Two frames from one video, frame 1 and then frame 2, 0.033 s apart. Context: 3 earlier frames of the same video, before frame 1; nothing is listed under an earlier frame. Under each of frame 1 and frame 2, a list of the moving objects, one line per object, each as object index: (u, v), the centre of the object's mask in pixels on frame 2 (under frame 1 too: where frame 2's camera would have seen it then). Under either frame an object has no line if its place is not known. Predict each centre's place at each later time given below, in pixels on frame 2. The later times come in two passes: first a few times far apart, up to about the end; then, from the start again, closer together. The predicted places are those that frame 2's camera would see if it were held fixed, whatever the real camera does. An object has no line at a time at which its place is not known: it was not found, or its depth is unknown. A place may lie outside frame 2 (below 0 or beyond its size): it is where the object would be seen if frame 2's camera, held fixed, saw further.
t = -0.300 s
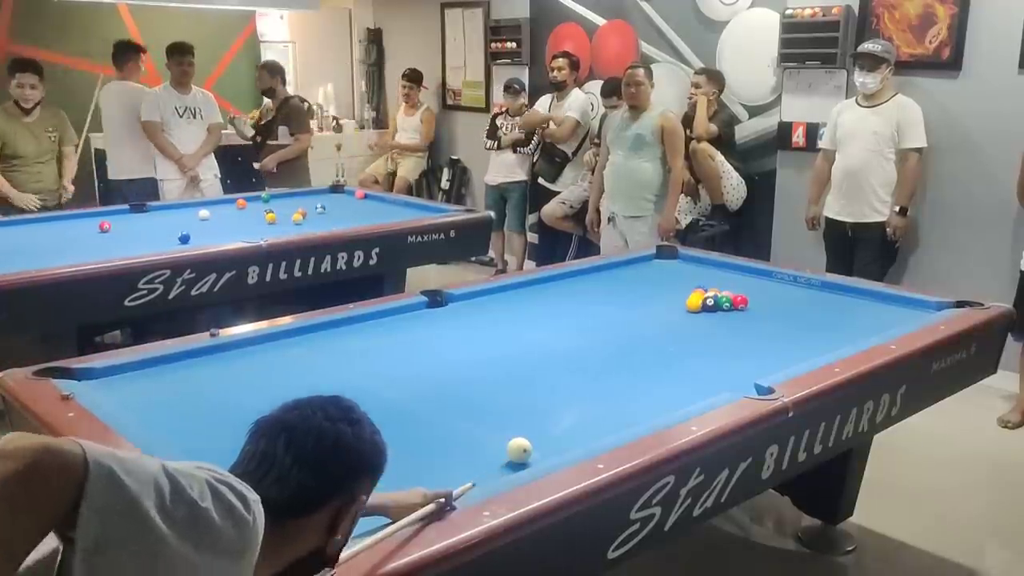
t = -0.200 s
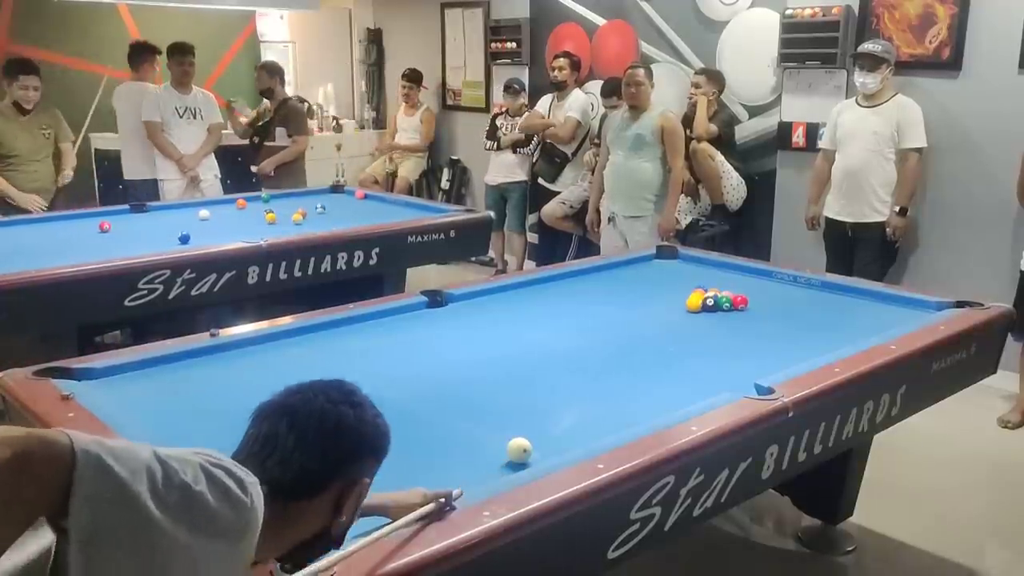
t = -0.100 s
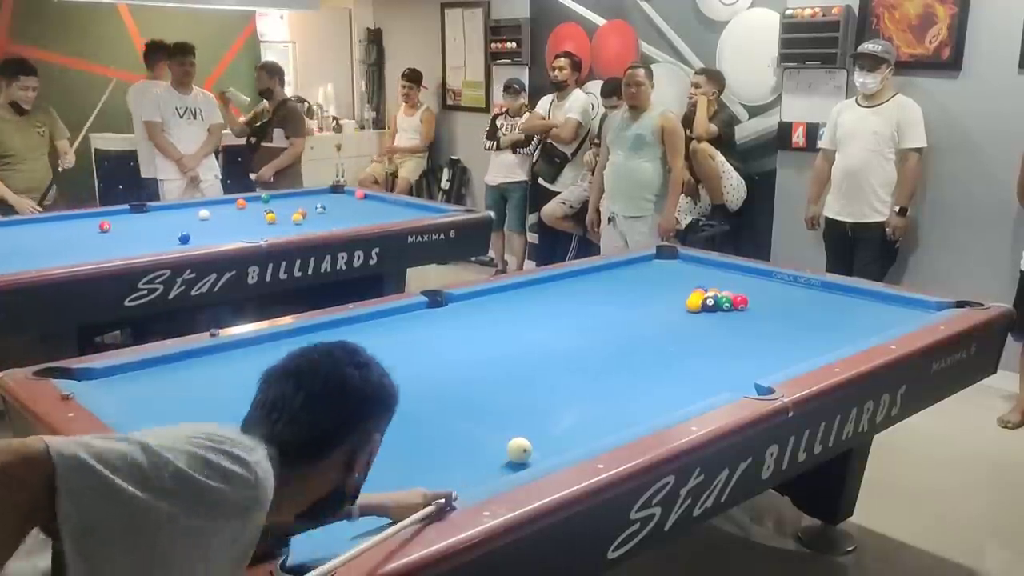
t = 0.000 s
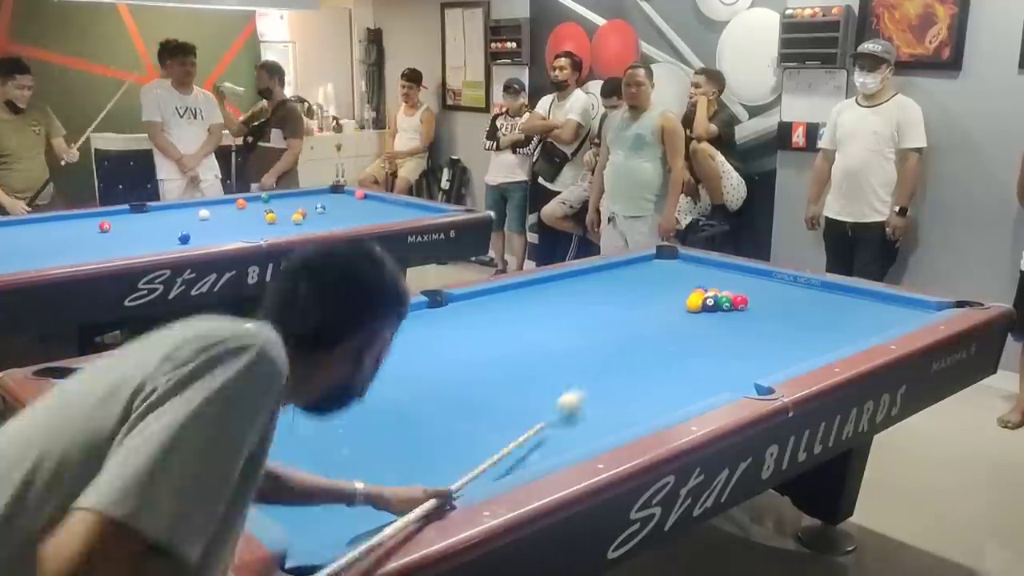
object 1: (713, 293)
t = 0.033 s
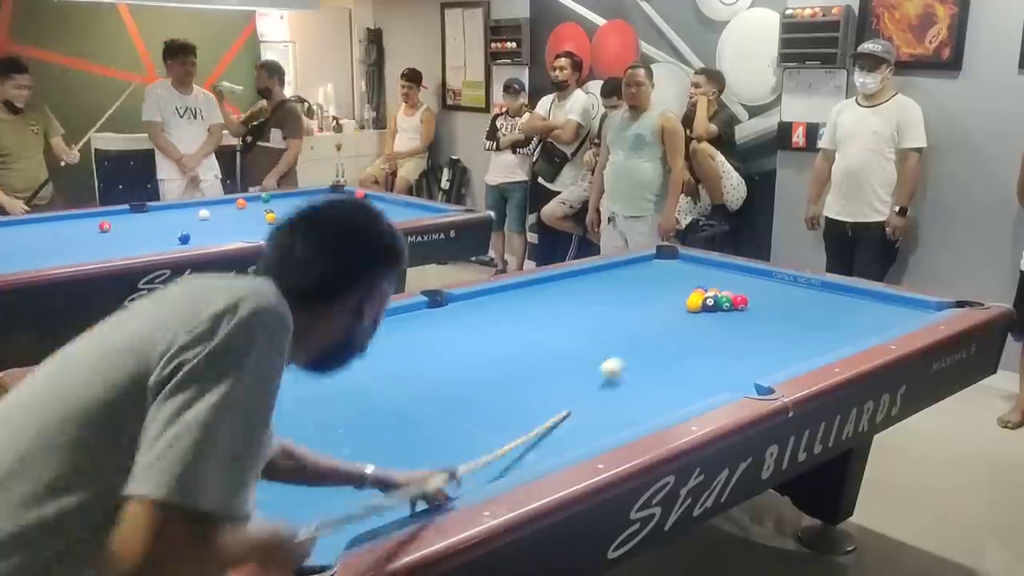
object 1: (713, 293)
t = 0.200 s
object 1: (742, 291)
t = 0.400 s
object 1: (798, 282)
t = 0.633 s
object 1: (788, 289)
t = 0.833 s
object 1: (773, 295)
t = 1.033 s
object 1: (753, 304)
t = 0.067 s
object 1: (713, 293)
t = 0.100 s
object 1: (713, 293)
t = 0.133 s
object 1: (716, 292)
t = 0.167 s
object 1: (725, 292)
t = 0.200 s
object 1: (742, 291)
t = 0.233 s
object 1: (753, 289)
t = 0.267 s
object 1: (762, 288)
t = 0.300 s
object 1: (771, 287)
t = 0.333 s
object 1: (781, 285)
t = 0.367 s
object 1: (789, 283)
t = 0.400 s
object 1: (798, 282)
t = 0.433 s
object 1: (804, 281)
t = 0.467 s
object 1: (801, 282)
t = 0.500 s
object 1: (798, 283)
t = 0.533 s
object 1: (796, 284)
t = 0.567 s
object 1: (794, 285)
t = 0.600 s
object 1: (791, 287)
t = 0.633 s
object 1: (788, 289)
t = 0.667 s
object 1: (786, 290)
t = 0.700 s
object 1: (783, 291)
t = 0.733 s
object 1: (781, 293)
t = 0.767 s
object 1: (778, 294)
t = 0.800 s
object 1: (775, 295)
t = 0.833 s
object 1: (773, 295)
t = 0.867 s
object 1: (770, 295)
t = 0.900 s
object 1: (765, 296)
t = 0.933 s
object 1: (761, 300)
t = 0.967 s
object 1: (759, 301)
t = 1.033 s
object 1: (753, 304)
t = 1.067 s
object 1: (748, 305)
